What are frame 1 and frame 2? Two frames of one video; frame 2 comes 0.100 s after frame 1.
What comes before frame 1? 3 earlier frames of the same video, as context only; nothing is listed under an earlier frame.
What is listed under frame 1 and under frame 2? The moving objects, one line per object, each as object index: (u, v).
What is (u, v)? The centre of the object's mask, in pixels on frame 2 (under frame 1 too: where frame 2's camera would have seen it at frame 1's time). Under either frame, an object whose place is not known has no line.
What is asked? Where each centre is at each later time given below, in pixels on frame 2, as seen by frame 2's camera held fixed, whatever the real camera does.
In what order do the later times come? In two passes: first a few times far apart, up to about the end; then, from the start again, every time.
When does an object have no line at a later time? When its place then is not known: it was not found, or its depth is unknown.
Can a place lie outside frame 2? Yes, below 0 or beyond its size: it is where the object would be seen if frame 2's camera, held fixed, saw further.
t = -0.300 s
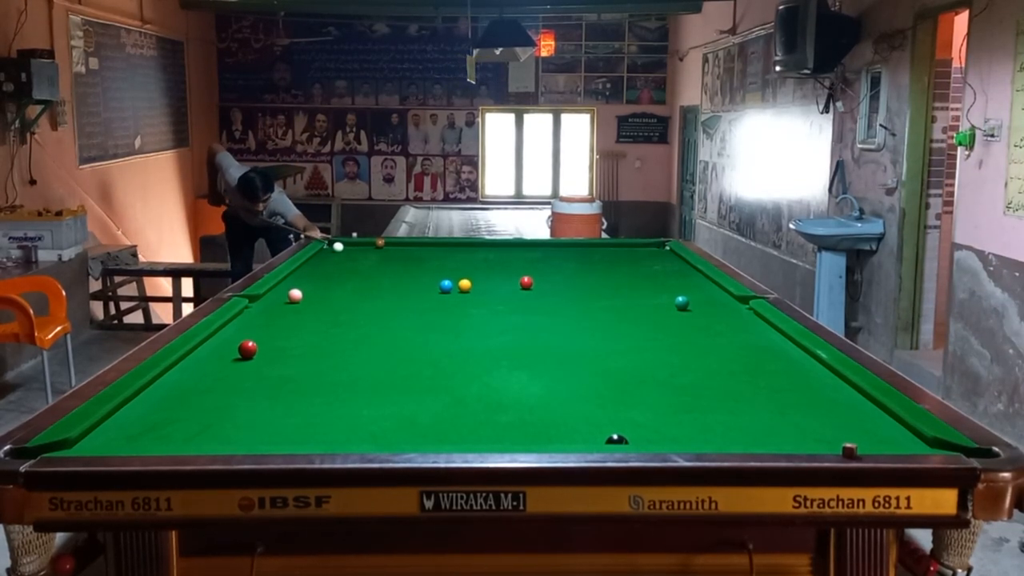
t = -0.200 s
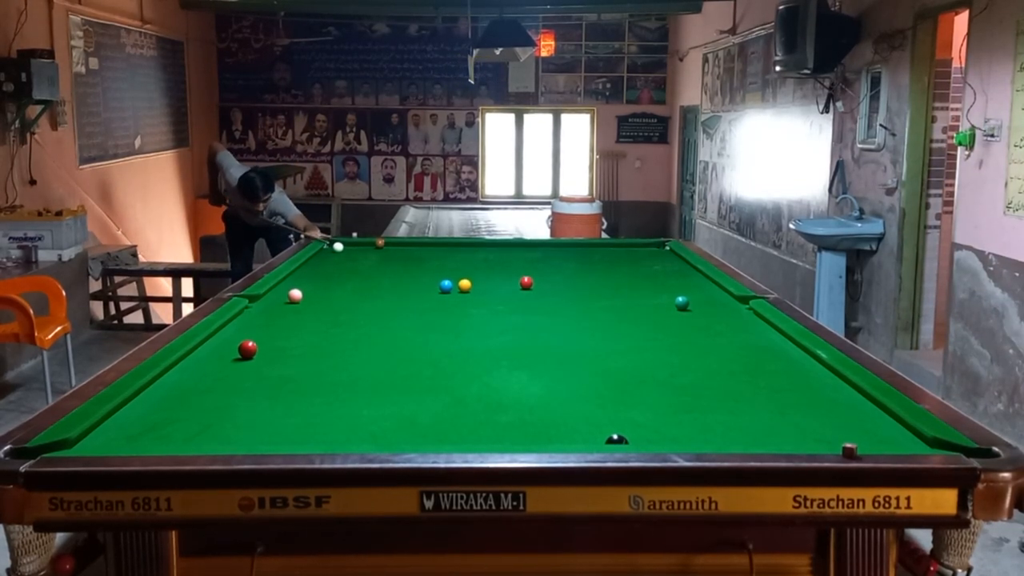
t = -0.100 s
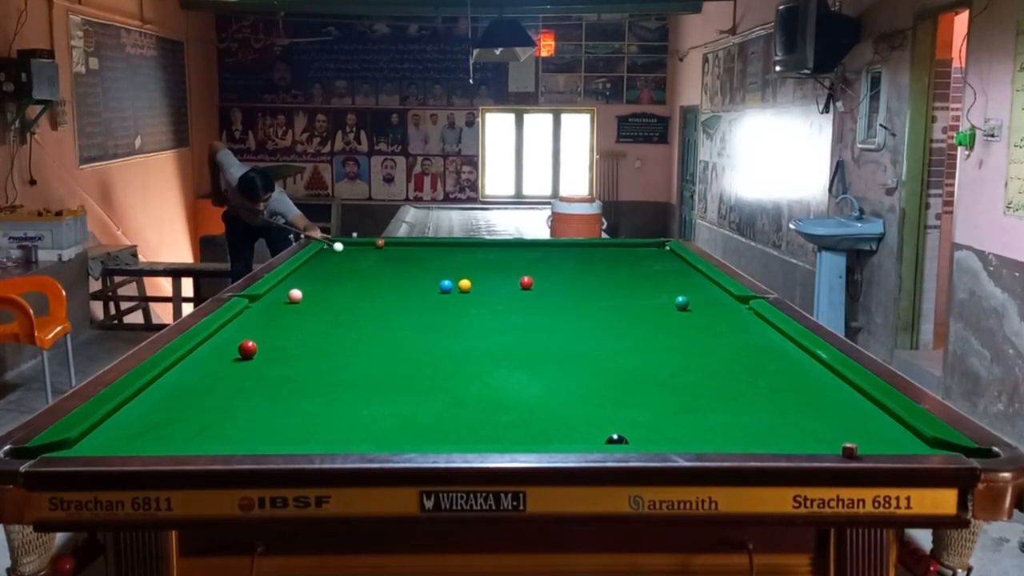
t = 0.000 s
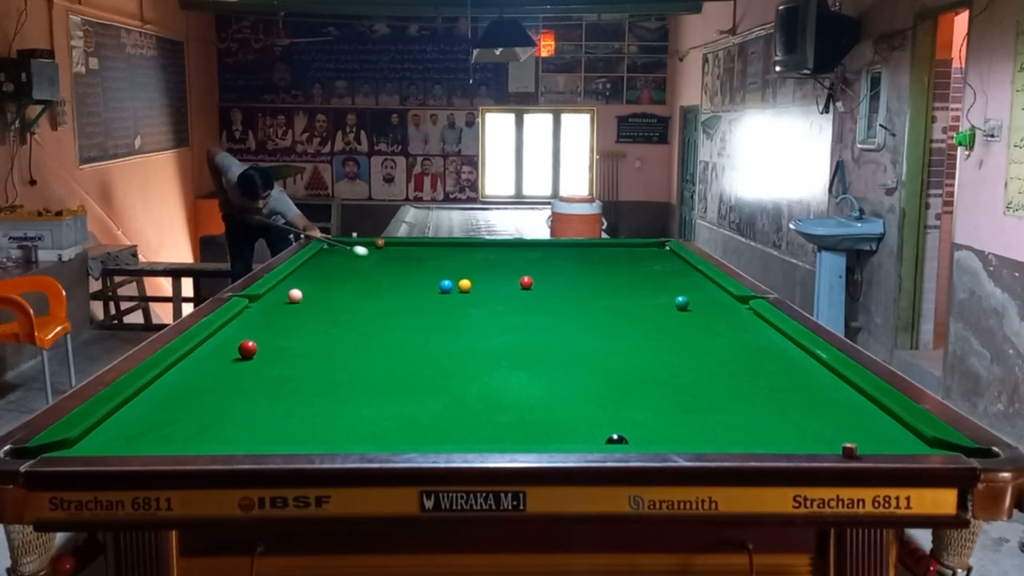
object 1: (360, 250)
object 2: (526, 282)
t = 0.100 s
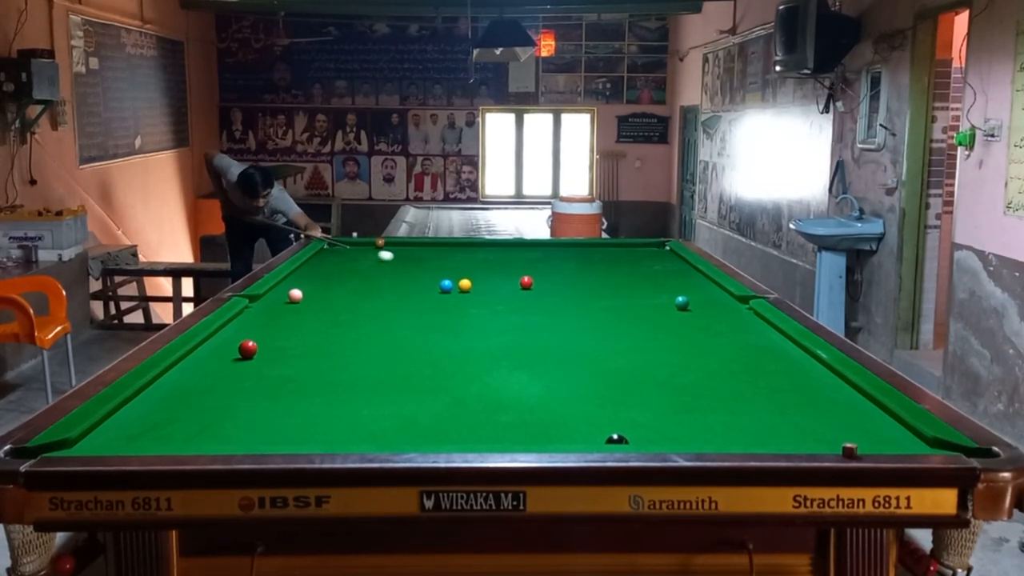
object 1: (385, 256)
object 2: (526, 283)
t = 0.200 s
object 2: (526, 283)
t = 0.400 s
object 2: (526, 282)
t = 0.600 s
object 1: (509, 284)
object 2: (548, 283)
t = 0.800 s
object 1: (506, 294)
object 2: (607, 287)
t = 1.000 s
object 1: (508, 306)
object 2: (661, 290)
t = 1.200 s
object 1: (510, 319)
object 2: (716, 293)
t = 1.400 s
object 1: (512, 334)
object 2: (699, 295)
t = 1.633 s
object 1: (514, 354)
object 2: (659, 297)
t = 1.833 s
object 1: (516, 374)
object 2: (626, 299)
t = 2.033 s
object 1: (518, 397)
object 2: (593, 301)
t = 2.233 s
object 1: (520, 423)
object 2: (560, 303)
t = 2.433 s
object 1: (521, 437)
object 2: (528, 304)
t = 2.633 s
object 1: (519, 420)
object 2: (497, 306)
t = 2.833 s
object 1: (517, 402)
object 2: (466, 308)
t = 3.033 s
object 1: (515, 387)
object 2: (436, 309)
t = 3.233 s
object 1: (513, 374)
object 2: (406, 311)
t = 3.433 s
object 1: (512, 363)
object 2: (377, 312)
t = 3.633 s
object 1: (511, 352)
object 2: (349, 314)
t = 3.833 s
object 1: (510, 344)
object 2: (322, 315)
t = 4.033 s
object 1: (510, 335)
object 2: (296, 317)
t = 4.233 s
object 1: (509, 329)
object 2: (271, 318)
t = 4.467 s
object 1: (508, 321)
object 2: (244, 319)
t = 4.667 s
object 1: (508, 315)
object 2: (244, 320)
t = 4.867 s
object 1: (508, 310)
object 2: (258, 321)
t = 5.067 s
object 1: (508, 305)
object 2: (271, 322)
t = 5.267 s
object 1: (508, 301)
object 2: (282, 322)
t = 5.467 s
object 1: (508, 297)
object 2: (292, 322)
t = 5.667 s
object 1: (508, 294)
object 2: (301, 322)
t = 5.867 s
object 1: (507, 290)
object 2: (308, 323)
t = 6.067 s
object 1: (507, 287)
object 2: (313, 323)
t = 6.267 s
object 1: (507, 285)
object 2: (317, 323)
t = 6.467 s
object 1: (506, 282)
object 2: (319, 323)
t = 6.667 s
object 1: (506, 280)
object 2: (320, 323)
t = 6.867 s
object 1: (505, 278)
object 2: (319, 323)
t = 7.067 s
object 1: (505, 277)
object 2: (319, 324)
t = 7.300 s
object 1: (505, 275)
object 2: (319, 323)
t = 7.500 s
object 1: (505, 273)
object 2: (319, 324)
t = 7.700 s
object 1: (505, 272)
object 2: (319, 323)
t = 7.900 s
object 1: (504, 271)
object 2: (319, 323)
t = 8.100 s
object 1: (504, 270)
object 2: (320, 323)
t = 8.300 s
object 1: (504, 269)
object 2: (319, 323)
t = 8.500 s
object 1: (505, 269)
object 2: (319, 323)
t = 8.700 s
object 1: (505, 268)
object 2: (320, 323)
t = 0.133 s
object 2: (526, 282)
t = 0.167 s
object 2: (526, 283)
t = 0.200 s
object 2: (526, 283)
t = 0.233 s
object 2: (526, 283)
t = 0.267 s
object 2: (526, 282)
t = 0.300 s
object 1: (439, 266)
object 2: (526, 283)
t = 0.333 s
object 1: (449, 268)
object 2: (526, 282)
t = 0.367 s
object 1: (459, 270)
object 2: (526, 282)
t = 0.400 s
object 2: (526, 282)
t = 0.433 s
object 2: (526, 283)
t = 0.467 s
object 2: (526, 283)
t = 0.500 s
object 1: (501, 278)
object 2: (526, 283)
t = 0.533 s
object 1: (511, 281)
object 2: (526, 282)
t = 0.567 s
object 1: (511, 282)
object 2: (536, 283)
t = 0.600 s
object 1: (509, 284)
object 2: (548, 283)
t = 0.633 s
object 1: (507, 286)
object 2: (560, 284)
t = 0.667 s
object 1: (506, 287)
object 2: (570, 285)
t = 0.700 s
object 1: (505, 289)
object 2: (580, 285)
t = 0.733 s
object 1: (506, 291)
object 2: (589, 286)
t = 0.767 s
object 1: (506, 293)
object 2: (598, 286)
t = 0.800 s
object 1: (506, 294)
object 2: (607, 287)
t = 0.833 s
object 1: (506, 296)
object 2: (616, 288)
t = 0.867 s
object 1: (507, 298)
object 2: (625, 288)
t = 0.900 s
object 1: (507, 300)
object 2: (634, 289)
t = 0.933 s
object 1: (507, 302)
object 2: (643, 289)
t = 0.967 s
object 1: (507, 304)
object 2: (652, 290)
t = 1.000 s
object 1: (508, 306)
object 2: (661, 290)
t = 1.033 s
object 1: (508, 308)
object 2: (670, 290)
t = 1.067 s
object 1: (508, 311)
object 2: (679, 290)
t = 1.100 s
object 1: (509, 313)
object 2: (689, 291)
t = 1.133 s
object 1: (509, 315)
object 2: (698, 292)
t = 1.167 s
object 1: (509, 317)
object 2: (707, 293)
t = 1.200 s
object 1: (510, 319)
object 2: (716, 293)
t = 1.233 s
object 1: (510, 322)
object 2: (725, 294)
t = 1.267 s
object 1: (510, 324)
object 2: (723, 294)
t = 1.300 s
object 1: (511, 327)
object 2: (716, 295)
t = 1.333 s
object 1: (511, 329)
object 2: (711, 295)
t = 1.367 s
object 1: (511, 332)
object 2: (705, 295)
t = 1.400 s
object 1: (512, 334)
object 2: (699, 295)
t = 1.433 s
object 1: (512, 337)
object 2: (694, 296)
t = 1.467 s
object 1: (512, 340)
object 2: (689, 295)
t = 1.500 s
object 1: (513, 343)
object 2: (683, 293)
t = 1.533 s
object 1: (513, 345)
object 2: (675, 295)
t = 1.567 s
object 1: (513, 348)
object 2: (670, 297)
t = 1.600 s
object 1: (514, 351)
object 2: (665, 297)
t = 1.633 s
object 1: (514, 354)
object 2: (659, 297)
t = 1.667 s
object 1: (514, 357)
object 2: (654, 298)
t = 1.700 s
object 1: (515, 361)
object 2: (648, 298)
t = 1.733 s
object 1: (515, 364)
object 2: (643, 299)
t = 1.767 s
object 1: (515, 367)
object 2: (637, 299)
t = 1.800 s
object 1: (516, 371)
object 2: (632, 299)
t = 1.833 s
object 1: (516, 374)
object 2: (626, 299)
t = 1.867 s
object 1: (516, 378)
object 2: (620, 300)
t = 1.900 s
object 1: (517, 381)
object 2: (615, 300)
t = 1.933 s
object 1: (517, 385)
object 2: (610, 300)
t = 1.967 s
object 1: (517, 389)
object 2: (604, 301)
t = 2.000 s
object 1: (518, 393)
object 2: (598, 301)
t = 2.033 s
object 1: (518, 397)
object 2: (593, 301)
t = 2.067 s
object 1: (519, 401)
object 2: (587, 301)
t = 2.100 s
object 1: (519, 405)
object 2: (582, 301)
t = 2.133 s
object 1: (519, 409)
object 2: (577, 302)
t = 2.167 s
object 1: (519, 414)
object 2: (571, 302)
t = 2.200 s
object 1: (520, 418)
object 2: (566, 303)
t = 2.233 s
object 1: (520, 423)
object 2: (560, 303)
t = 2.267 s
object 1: (520, 427)
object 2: (555, 303)
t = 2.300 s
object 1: (521, 432)
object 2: (550, 303)
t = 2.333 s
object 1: (521, 435)
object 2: (545, 304)
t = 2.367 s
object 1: (521, 437)
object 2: (539, 304)
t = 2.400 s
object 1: (522, 439)
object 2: (534, 304)
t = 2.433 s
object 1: (521, 437)
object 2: (528, 304)
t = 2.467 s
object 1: (521, 435)
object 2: (523, 305)
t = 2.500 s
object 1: (520, 432)
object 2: (518, 305)
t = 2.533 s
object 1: (520, 430)
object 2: (513, 305)
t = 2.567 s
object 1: (519, 427)
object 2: (507, 305)
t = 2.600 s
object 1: (519, 423)
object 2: (503, 306)
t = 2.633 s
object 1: (519, 420)
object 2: (497, 306)
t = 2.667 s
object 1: (518, 417)
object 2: (492, 306)
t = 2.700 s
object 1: (518, 414)
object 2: (487, 306)
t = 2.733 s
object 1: (517, 411)
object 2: (482, 307)
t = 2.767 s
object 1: (517, 408)
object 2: (476, 307)
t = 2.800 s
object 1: (517, 405)
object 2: (471, 307)
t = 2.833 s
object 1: (517, 402)
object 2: (466, 308)
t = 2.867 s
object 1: (516, 399)
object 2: (461, 308)
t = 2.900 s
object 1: (516, 397)
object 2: (456, 308)
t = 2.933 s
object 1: (516, 394)
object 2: (451, 308)
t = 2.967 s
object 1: (515, 392)
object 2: (446, 309)
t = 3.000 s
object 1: (515, 389)
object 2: (441, 309)
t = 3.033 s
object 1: (515, 387)
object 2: (436, 309)
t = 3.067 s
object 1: (515, 385)
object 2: (431, 310)
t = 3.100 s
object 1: (514, 382)
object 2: (426, 310)
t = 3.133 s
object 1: (514, 380)
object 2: (421, 310)
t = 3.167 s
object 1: (514, 378)
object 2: (416, 310)
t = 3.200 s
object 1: (513, 376)
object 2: (411, 311)
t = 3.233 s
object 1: (513, 374)
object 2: (406, 311)
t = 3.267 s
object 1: (513, 372)
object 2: (401, 311)
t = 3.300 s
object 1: (513, 370)
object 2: (397, 311)
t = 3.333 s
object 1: (512, 368)
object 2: (392, 312)
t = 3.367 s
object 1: (512, 366)
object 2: (387, 312)
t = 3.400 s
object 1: (512, 364)
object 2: (382, 312)
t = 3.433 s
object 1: (512, 363)
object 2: (377, 312)
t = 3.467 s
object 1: (512, 361)
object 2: (373, 313)
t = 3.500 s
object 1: (512, 359)
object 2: (368, 313)
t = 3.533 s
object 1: (511, 357)
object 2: (363, 313)
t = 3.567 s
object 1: (511, 356)
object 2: (358, 313)
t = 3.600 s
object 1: (511, 354)
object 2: (354, 314)
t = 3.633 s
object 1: (511, 352)
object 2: (349, 314)
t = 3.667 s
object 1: (511, 351)
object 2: (344, 314)
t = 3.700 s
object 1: (511, 349)
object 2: (340, 314)
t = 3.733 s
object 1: (511, 348)
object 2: (336, 314)
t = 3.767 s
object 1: (510, 347)
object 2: (331, 315)
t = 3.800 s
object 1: (510, 345)
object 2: (327, 315)
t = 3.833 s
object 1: (510, 344)
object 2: (322, 315)
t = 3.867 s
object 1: (510, 342)
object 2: (318, 315)
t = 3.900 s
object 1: (510, 341)
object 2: (314, 316)
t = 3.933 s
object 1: (510, 340)
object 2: (309, 316)
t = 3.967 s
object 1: (510, 338)
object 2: (305, 316)
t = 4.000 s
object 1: (510, 337)
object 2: (301, 316)
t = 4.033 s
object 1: (510, 335)
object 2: (296, 317)
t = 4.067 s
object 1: (509, 334)
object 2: (292, 317)
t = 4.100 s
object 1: (509, 333)
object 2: (288, 317)
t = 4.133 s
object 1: (509, 332)
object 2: (284, 317)
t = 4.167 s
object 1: (509, 331)
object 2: (280, 318)
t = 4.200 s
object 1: (509, 330)
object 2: (276, 318)
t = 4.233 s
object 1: (509, 329)
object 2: (271, 318)
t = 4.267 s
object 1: (509, 328)
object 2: (268, 318)
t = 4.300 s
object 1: (509, 326)
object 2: (264, 318)
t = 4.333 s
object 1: (509, 325)
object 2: (260, 318)
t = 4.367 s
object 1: (509, 324)
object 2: (256, 319)
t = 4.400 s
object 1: (509, 323)
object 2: (252, 319)
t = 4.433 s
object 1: (509, 322)
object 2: (248, 319)
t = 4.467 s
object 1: (508, 321)
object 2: (244, 319)
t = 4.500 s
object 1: (508, 320)
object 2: (240, 320)
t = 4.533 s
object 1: (508, 319)
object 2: (237, 320)
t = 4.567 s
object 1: (508, 318)
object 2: (237, 320)
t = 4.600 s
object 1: (508, 317)
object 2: (240, 320)
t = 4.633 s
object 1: (508, 316)
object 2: (242, 320)
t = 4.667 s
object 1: (508, 315)
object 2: (244, 320)
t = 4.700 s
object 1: (508, 314)
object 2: (247, 320)
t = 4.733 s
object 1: (508, 314)
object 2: (249, 321)
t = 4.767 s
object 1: (508, 313)
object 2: (252, 321)
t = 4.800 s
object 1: (508, 312)
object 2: (254, 321)
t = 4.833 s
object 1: (508, 311)
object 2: (256, 321)
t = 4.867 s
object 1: (508, 310)
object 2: (258, 321)
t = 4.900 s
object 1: (508, 309)
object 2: (261, 321)
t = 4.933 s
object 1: (508, 308)
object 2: (263, 321)
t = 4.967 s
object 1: (508, 308)
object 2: (265, 321)
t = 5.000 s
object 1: (508, 307)
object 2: (267, 321)
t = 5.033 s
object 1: (508, 306)
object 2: (269, 321)
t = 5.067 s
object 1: (508, 305)
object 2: (271, 322)
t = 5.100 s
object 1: (508, 305)
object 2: (273, 322)
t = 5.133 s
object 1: (508, 304)
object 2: (275, 322)
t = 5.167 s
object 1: (508, 303)
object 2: (277, 322)
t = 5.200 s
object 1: (508, 303)
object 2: (279, 322)
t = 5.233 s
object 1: (508, 302)
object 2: (280, 322)
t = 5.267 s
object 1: (508, 301)
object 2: (282, 322)
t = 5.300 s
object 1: (508, 301)
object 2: (284, 322)
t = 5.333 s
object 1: (508, 300)
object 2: (285, 322)
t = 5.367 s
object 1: (508, 299)
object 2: (287, 322)
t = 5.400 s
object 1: (508, 299)
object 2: (289, 322)
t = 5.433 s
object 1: (508, 298)
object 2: (290, 322)
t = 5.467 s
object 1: (508, 297)
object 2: (292, 322)
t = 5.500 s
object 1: (508, 297)
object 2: (293, 322)
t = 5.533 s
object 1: (508, 296)
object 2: (295, 322)
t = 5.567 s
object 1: (508, 296)
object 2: (296, 322)
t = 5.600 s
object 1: (508, 295)
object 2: (298, 322)
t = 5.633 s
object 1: (508, 294)
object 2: (299, 322)
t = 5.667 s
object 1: (508, 294)
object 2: (301, 322)
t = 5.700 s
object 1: (508, 293)
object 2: (302, 323)
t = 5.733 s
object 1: (507, 293)
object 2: (303, 322)
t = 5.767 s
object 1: (507, 292)
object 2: (304, 323)
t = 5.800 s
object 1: (508, 291)
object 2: (305, 323)
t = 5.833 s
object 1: (507, 291)
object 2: (306, 323)
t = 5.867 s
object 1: (507, 290)
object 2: (308, 323)
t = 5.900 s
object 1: (507, 290)
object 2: (309, 323)
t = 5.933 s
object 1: (507, 289)
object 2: (310, 323)
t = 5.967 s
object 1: (507, 289)
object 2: (310, 323)
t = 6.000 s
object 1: (507, 288)
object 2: (311, 323)
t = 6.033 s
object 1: (507, 288)
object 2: (312, 323)
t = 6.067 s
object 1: (507, 287)
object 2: (313, 323)
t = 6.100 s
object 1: (507, 287)
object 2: (314, 323)
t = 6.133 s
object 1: (507, 287)
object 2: (314, 323)
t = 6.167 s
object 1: (507, 286)
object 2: (315, 323)
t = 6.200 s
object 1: (507, 286)
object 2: (316, 323)
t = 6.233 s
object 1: (507, 285)
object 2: (316, 323)
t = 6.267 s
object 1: (507, 285)
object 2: (317, 323)
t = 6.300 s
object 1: (507, 285)
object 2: (317, 323)
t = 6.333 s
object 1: (506, 284)
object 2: (318, 323)
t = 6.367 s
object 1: (506, 283)
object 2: (318, 323)
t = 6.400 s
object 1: (506, 283)
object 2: (318, 323)
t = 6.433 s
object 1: (506, 283)
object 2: (319, 323)
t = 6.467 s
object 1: (506, 282)
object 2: (319, 323)
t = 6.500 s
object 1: (506, 282)
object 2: (319, 323)
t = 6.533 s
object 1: (506, 282)
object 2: (320, 323)
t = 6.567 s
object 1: (506, 281)
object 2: (320, 323)
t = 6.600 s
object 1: (506, 281)
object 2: (320, 323)
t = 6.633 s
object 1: (506, 281)
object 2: (320, 323)
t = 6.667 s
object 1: (506, 280)
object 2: (320, 323)
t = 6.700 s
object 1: (506, 280)
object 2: (320, 323)
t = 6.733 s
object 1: (506, 280)
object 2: (319, 323)
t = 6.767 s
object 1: (505, 279)
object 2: (320, 323)
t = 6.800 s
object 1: (505, 279)
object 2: (319, 323)
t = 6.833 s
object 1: (505, 279)
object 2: (319, 323)
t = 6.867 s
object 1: (505, 278)
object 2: (319, 323)
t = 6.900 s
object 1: (505, 278)
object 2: (319, 324)
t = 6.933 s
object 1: (505, 278)
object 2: (319, 324)
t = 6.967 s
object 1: (505, 277)
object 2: (319, 323)
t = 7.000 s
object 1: (505, 277)
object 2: (319, 323)
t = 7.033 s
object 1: (505, 277)
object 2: (319, 324)
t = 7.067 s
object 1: (505, 277)
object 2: (319, 324)
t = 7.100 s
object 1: (505, 276)
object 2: (319, 324)
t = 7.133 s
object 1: (505, 276)
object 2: (319, 324)
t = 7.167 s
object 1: (505, 276)
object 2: (319, 323)
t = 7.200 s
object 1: (505, 275)
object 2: (319, 324)
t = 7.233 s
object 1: (505, 275)
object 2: (319, 324)
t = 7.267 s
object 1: (505, 275)
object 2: (319, 324)
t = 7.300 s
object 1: (505, 275)
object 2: (319, 323)
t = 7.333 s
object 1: (505, 274)
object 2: (319, 324)
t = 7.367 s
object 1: (505, 274)
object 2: (319, 323)
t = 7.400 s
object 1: (505, 274)
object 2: (319, 323)
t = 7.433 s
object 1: (505, 274)
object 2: (319, 323)
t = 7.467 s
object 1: (505, 274)
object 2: (319, 323)
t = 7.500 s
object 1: (505, 273)
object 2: (319, 324)
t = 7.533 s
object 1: (505, 273)
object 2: (320, 323)
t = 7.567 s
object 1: (505, 273)
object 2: (319, 324)
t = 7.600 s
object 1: (505, 273)
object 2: (320, 324)
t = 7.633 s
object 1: (505, 273)
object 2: (320, 324)
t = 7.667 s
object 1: (505, 272)
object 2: (320, 324)
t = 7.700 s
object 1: (505, 272)
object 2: (319, 323)
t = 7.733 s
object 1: (505, 272)
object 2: (319, 323)
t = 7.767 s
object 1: (505, 272)
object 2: (320, 323)
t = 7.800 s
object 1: (505, 271)
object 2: (320, 324)
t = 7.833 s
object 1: (505, 271)
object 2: (320, 324)
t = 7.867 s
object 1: (505, 271)
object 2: (319, 323)
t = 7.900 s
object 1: (504, 271)
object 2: (319, 323)
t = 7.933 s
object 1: (504, 271)
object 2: (319, 323)
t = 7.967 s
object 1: (505, 271)
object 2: (319, 323)
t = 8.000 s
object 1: (504, 270)
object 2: (319, 323)
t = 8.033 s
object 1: (504, 270)
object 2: (320, 323)
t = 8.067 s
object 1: (504, 270)
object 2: (320, 323)
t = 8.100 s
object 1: (504, 270)
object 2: (320, 323)
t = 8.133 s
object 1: (504, 270)
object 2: (319, 323)
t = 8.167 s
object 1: (505, 270)
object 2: (320, 323)
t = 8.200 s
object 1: (505, 270)
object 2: (319, 323)
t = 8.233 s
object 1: (505, 269)
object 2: (319, 323)
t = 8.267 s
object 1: (505, 269)
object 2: (319, 323)
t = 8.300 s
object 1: (504, 269)
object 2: (319, 323)
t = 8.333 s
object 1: (505, 269)
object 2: (319, 323)
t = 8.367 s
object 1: (505, 269)
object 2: (319, 323)
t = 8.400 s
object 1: (505, 269)
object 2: (320, 323)
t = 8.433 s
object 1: (505, 269)
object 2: (320, 323)
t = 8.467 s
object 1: (505, 269)
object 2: (319, 323)
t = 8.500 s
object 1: (505, 269)
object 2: (319, 323)
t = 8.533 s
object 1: (505, 269)
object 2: (320, 323)
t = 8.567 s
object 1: (505, 268)
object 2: (319, 323)
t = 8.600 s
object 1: (505, 268)
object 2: (319, 323)
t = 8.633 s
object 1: (505, 268)
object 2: (319, 323)
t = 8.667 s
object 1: (505, 268)
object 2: (320, 323)
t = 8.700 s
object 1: (505, 268)
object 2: (320, 323)
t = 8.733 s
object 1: (505, 268)
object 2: (319, 323)
